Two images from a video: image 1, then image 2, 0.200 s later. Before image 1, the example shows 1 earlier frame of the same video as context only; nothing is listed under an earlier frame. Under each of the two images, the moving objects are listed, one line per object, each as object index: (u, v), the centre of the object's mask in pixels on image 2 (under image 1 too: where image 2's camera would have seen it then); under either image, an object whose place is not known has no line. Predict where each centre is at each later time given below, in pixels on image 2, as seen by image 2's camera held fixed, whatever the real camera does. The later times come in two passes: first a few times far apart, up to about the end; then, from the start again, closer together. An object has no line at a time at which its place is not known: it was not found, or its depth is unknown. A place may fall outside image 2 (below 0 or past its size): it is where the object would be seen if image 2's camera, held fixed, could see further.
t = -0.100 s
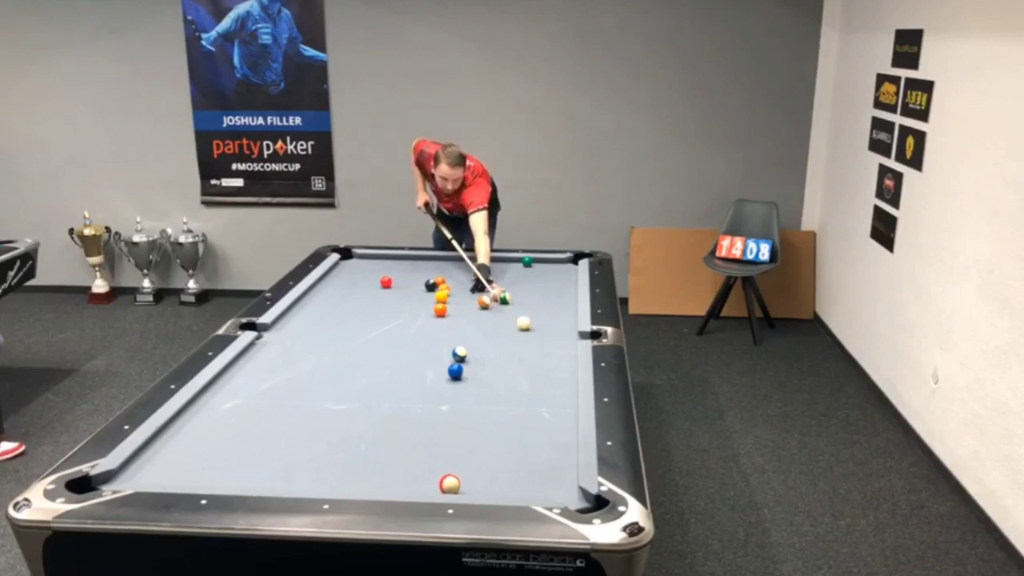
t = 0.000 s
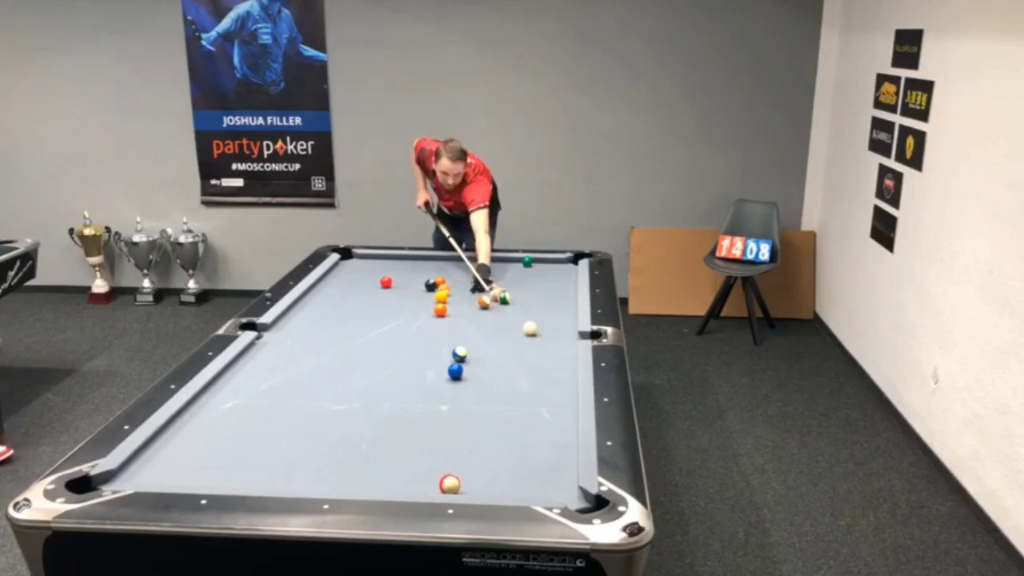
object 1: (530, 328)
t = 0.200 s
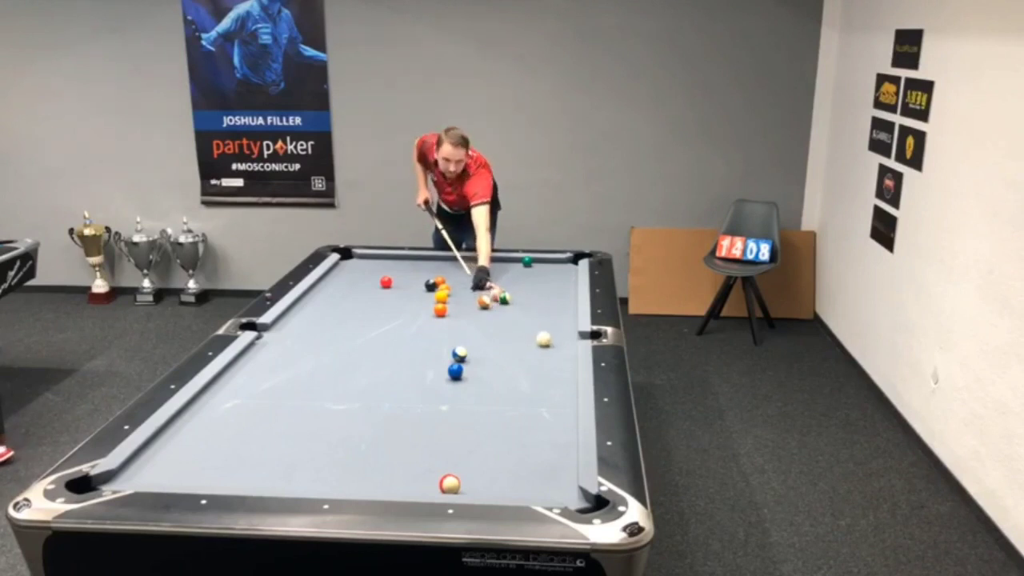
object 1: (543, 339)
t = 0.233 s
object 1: (546, 341)
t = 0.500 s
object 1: (565, 357)
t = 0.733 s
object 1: (563, 369)
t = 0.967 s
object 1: (553, 380)
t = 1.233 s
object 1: (542, 393)
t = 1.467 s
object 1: (532, 405)
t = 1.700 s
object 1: (521, 417)
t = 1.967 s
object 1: (509, 431)
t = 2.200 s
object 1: (498, 444)
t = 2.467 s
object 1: (486, 459)
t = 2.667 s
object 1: (477, 470)
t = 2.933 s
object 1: (471, 483)
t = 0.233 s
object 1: (546, 341)
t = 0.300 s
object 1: (550, 345)
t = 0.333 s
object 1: (553, 347)
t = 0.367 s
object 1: (555, 349)
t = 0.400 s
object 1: (557, 350)
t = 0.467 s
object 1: (562, 355)
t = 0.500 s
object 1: (565, 357)
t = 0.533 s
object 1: (567, 359)
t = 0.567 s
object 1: (570, 361)
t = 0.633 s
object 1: (567, 364)
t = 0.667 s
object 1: (566, 365)
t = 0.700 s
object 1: (564, 367)
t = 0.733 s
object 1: (563, 369)
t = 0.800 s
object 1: (560, 371)
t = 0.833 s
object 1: (559, 373)
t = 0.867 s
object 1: (557, 375)
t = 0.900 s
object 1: (556, 377)
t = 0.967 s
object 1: (553, 380)
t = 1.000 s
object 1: (552, 381)
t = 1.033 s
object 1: (550, 383)
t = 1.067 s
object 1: (549, 385)
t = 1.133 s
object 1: (546, 388)
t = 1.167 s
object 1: (545, 390)
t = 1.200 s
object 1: (543, 391)
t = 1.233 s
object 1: (542, 393)
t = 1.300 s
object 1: (539, 396)
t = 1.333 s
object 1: (537, 398)
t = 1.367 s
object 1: (536, 400)
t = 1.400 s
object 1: (534, 402)
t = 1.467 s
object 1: (532, 405)
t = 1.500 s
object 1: (530, 407)
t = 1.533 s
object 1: (529, 409)
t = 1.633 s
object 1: (524, 414)
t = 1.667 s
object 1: (522, 416)
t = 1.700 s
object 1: (521, 417)
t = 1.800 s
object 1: (517, 423)
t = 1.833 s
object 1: (515, 424)
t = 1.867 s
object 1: (513, 426)
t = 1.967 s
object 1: (509, 431)
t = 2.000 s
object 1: (507, 433)
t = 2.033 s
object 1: (506, 435)
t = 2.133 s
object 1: (501, 440)
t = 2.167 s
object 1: (499, 443)
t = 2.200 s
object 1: (498, 444)
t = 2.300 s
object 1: (493, 450)
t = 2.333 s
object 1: (492, 451)
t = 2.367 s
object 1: (490, 454)
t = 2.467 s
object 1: (486, 459)
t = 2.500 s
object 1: (484, 461)
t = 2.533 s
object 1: (482, 463)
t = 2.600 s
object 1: (479, 467)
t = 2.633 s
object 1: (478, 468)
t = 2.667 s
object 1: (477, 470)
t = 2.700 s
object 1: (475, 472)
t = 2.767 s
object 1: (472, 476)
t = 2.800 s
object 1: (471, 478)
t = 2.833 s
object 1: (470, 480)
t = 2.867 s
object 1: (470, 481)
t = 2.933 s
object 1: (471, 483)
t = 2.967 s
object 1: (471, 484)
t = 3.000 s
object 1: (471, 485)
